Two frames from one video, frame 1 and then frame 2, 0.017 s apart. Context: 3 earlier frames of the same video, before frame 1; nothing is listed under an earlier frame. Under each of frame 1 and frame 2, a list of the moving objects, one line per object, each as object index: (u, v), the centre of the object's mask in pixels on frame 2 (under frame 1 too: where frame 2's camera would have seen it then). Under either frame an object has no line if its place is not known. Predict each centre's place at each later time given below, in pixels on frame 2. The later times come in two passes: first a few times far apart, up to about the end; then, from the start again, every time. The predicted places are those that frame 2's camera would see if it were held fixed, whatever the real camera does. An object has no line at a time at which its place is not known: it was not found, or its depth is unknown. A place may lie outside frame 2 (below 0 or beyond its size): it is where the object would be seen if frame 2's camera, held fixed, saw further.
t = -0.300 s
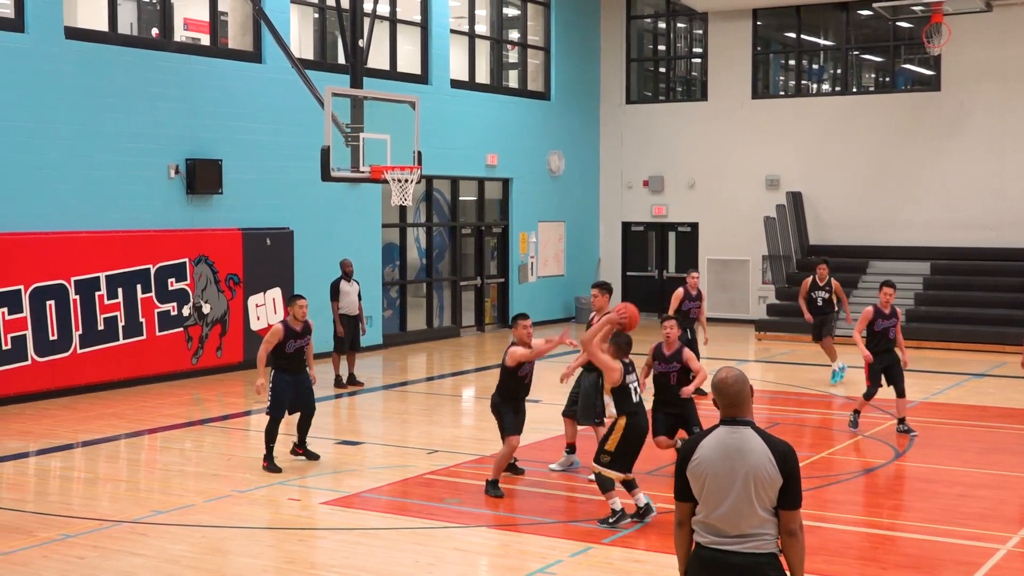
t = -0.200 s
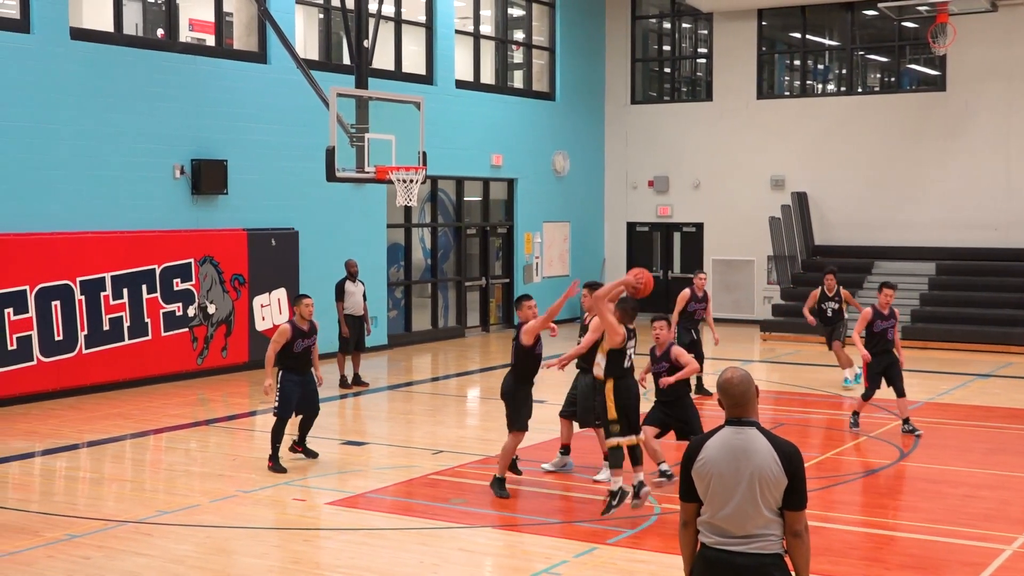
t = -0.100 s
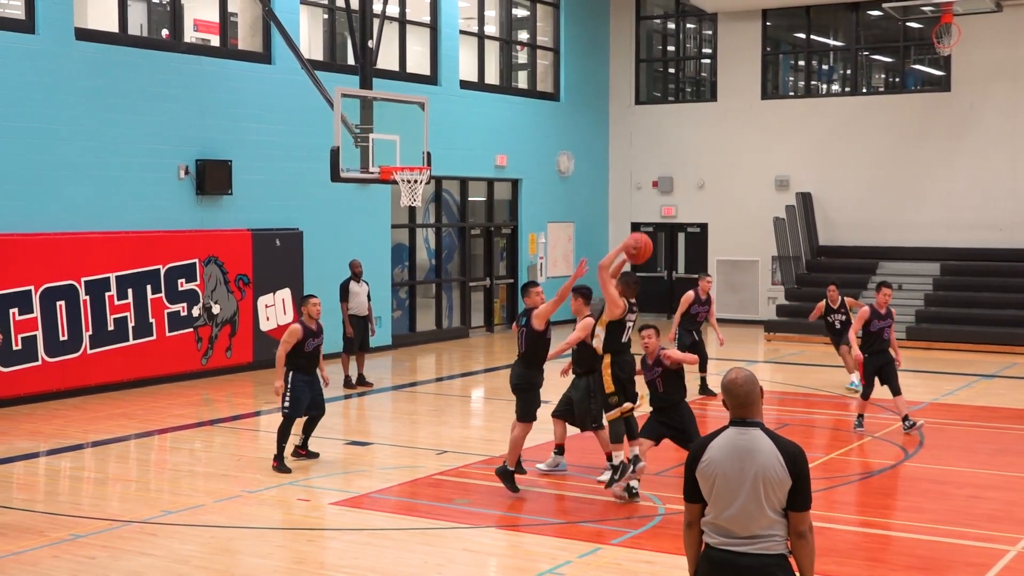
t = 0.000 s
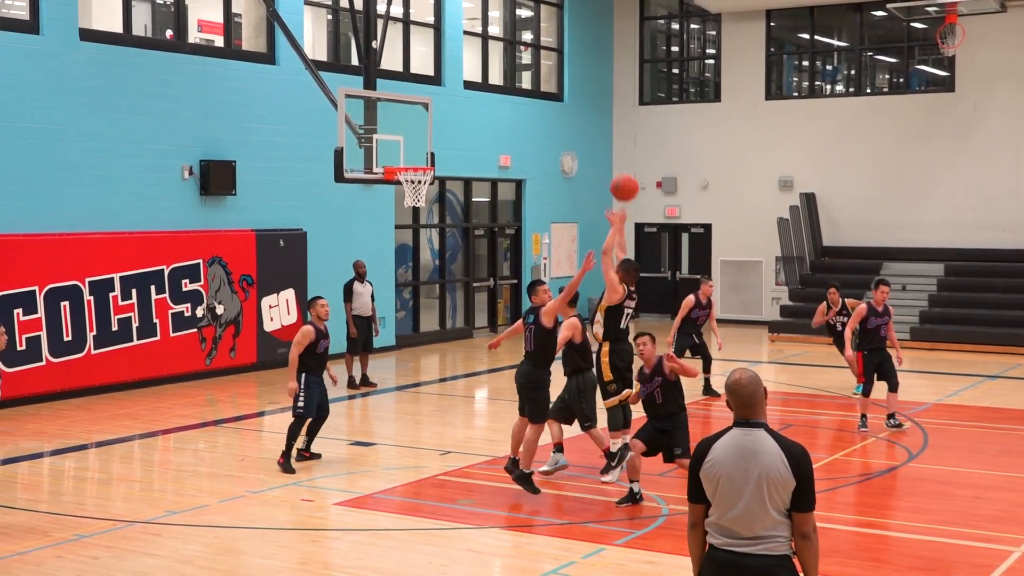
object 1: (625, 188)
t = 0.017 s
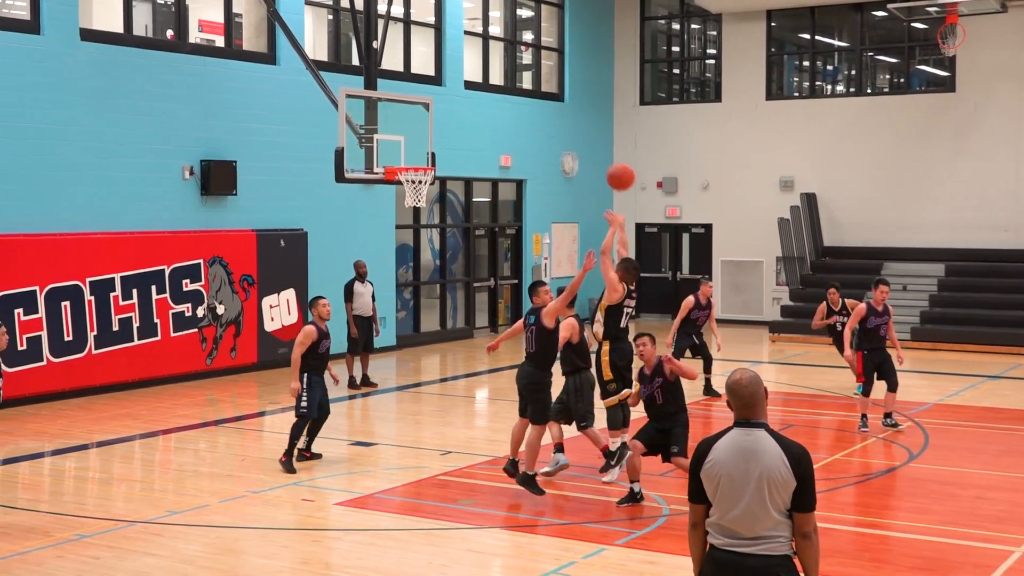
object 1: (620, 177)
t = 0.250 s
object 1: (566, 70)
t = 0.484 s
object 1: (520, 33)
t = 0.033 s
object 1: (616, 166)
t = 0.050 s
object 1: (612, 156)
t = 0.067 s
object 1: (608, 147)
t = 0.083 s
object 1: (603, 137)
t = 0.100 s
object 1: (599, 129)
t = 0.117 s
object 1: (595, 121)
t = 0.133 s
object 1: (591, 113)
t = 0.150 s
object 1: (587, 106)
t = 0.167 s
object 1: (584, 99)
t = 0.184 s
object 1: (580, 92)
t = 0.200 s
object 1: (576, 86)
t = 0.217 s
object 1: (572, 80)
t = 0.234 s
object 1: (569, 75)
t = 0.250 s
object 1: (566, 70)
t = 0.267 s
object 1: (562, 65)
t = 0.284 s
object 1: (558, 61)
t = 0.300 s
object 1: (555, 57)
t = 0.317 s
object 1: (551, 53)
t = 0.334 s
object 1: (548, 50)
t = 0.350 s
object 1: (545, 47)
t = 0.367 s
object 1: (542, 44)
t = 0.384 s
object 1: (538, 42)
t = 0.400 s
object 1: (535, 39)
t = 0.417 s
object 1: (532, 37)
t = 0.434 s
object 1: (529, 36)
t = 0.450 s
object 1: (526, 35)
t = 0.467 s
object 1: (523, 34)
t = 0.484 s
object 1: (520, 33)
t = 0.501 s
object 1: (517, 32)
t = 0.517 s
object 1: (514, 32)
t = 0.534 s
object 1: (511, 33)
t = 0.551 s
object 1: (508, 33)
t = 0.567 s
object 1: (506, 33)
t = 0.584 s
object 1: (503, 34)
